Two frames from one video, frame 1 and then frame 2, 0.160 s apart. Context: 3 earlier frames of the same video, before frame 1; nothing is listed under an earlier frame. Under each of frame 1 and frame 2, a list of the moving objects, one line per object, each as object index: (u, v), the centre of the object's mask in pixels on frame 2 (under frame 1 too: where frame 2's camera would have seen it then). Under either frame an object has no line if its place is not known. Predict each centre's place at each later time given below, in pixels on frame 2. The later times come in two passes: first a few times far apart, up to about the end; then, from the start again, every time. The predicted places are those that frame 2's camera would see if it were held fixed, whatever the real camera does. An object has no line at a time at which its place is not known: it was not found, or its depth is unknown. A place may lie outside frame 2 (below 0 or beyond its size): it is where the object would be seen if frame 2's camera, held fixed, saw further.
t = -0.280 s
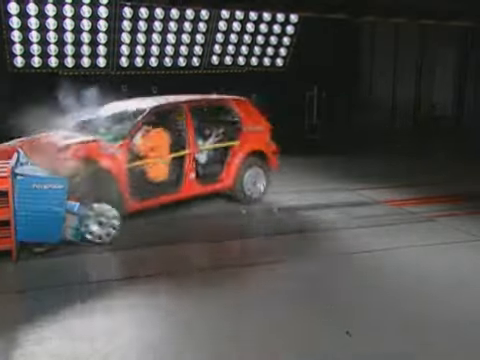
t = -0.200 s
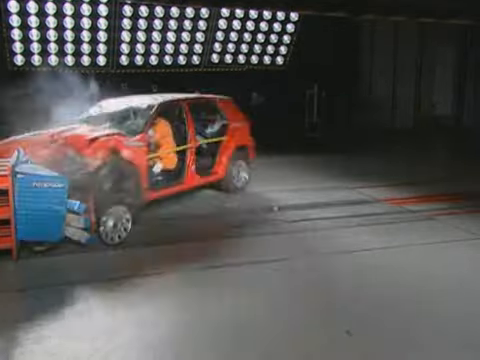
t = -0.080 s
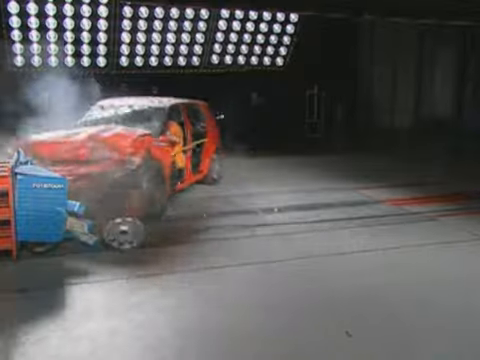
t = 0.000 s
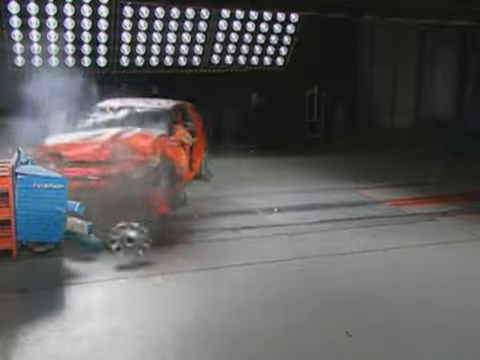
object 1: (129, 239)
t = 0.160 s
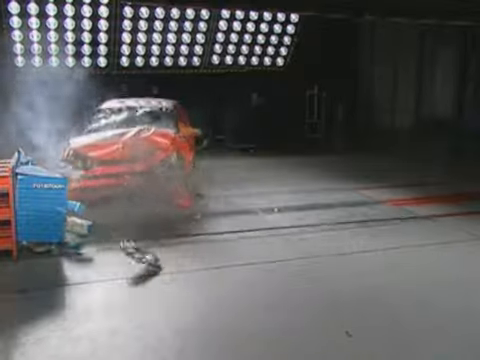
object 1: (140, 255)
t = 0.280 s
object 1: (148, 273)
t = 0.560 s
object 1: (164, 283)
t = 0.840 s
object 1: (173, 295)
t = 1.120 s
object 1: (178, 299)
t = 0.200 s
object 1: (146, 263)
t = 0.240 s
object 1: (147, 268)
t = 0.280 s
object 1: (148, 273)
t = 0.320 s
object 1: (150, 269)
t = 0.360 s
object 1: (152, 270)
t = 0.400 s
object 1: (153, 272)
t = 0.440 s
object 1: (156, 273)
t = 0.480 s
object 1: (158, 276)
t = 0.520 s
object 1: (159, 279)
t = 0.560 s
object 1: (164, 283)
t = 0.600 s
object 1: (165, 285)
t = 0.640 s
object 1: (165, 286)
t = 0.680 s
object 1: (167, 287)
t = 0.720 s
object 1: (168, 288)
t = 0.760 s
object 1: (169, 290)
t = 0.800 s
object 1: (171, 293)
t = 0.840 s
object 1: (173, 295)
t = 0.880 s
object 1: (173, 295)
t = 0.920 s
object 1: (174, 295)
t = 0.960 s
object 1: (176, 296)
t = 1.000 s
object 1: (177, 298)
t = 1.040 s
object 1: (177, 299)
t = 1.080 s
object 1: (178, 299)
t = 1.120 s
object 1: (178, 299)
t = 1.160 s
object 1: (178, 299)
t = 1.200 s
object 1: (178, 300)
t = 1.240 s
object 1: (178, 300)
